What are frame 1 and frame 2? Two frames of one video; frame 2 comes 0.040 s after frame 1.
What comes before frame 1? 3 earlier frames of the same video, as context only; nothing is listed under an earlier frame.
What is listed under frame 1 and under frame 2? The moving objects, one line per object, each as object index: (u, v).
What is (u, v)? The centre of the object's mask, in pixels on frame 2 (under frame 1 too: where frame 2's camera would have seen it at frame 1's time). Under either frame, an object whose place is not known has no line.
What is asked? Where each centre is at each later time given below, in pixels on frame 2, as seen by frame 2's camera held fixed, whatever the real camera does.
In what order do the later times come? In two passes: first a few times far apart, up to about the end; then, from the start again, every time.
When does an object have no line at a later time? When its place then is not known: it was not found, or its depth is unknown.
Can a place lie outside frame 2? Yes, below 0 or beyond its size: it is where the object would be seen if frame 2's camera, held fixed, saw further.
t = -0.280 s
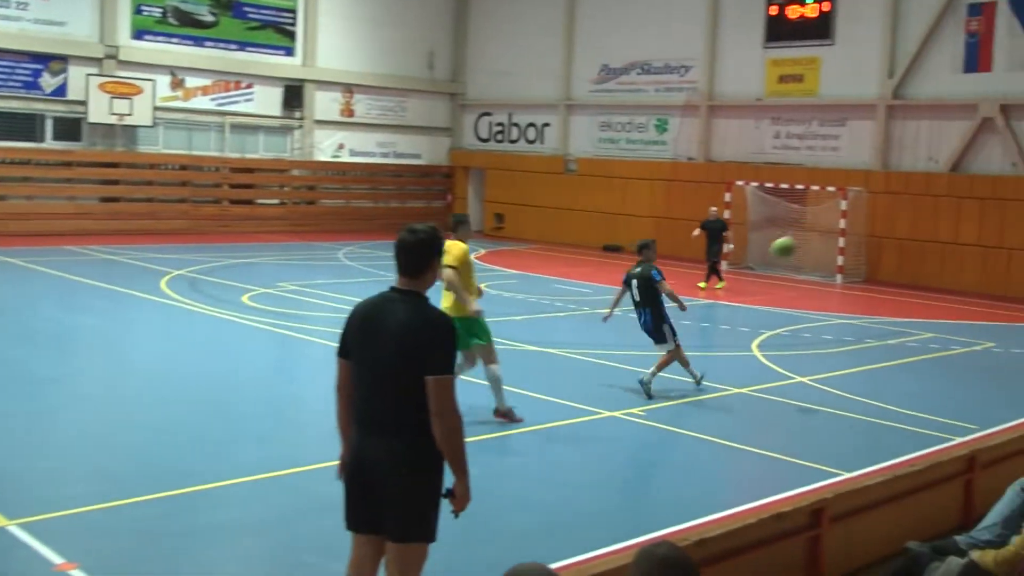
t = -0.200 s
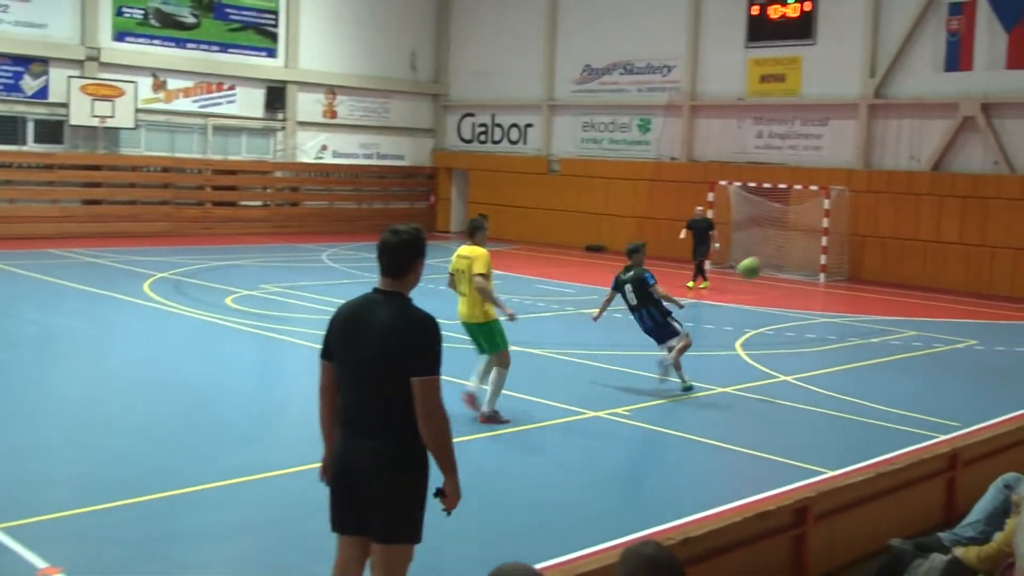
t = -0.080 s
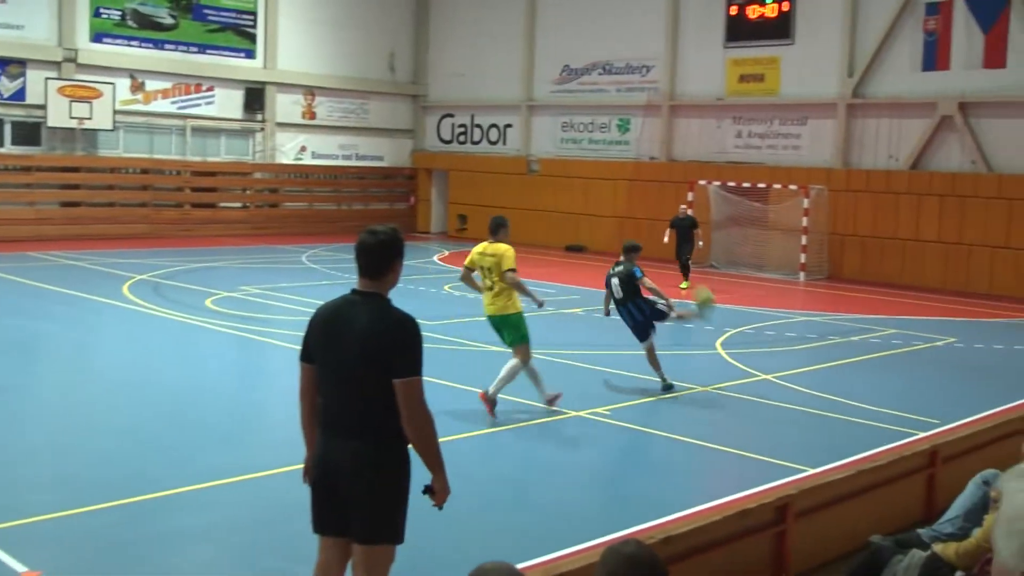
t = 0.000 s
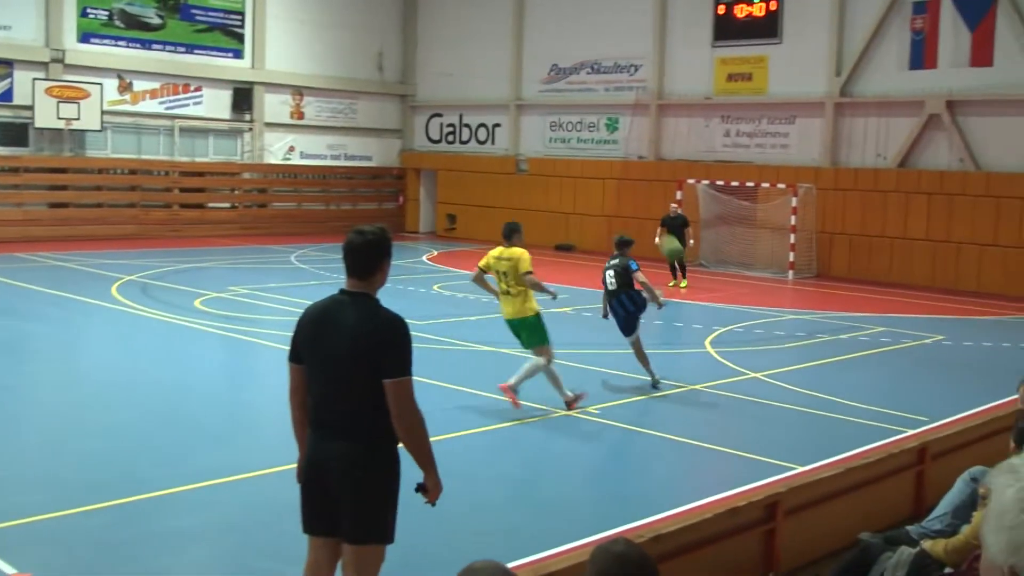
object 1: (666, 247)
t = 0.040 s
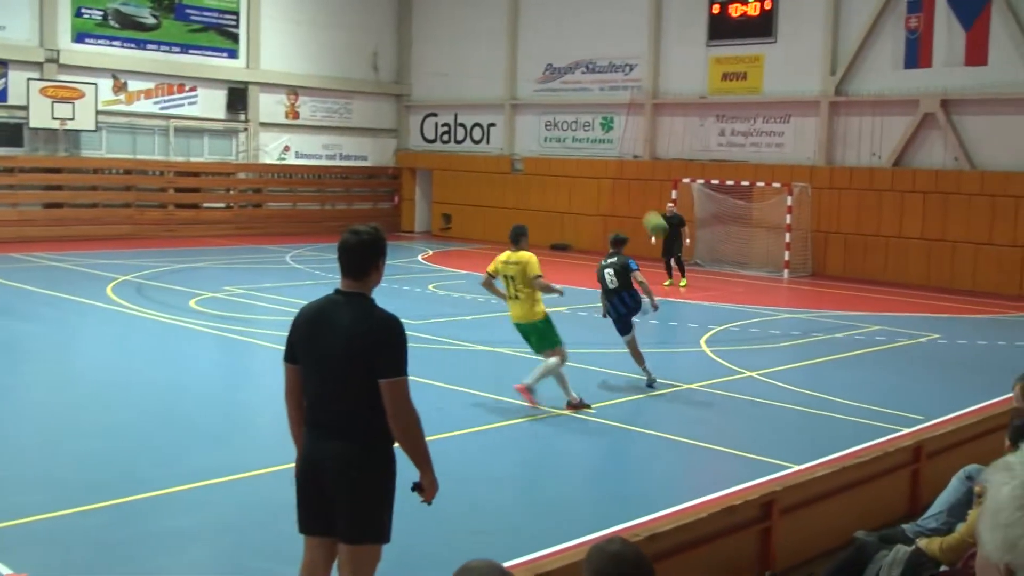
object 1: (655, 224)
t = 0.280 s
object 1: (587, 121)
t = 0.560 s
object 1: (506, 70)
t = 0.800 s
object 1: (435, 85)
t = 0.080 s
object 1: (643, 202)
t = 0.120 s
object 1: (632, 183)
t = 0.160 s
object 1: (621, 165)
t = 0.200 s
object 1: (611, 148)
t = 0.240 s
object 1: (599, 134)
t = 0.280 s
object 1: (587, 121)
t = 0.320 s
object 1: (576, 109)
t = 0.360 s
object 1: (563, 97)
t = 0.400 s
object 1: (552, 90)
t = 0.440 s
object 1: (540, 82)
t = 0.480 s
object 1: (529, 77)
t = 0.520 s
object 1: (518, 73)
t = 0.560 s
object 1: (506, 70)
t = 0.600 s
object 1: (494, 69)
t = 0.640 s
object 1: (482, 69)
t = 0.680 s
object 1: (470, 71)
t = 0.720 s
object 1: (458, 74)
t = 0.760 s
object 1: (447, 79)
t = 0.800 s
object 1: (435, 85)
